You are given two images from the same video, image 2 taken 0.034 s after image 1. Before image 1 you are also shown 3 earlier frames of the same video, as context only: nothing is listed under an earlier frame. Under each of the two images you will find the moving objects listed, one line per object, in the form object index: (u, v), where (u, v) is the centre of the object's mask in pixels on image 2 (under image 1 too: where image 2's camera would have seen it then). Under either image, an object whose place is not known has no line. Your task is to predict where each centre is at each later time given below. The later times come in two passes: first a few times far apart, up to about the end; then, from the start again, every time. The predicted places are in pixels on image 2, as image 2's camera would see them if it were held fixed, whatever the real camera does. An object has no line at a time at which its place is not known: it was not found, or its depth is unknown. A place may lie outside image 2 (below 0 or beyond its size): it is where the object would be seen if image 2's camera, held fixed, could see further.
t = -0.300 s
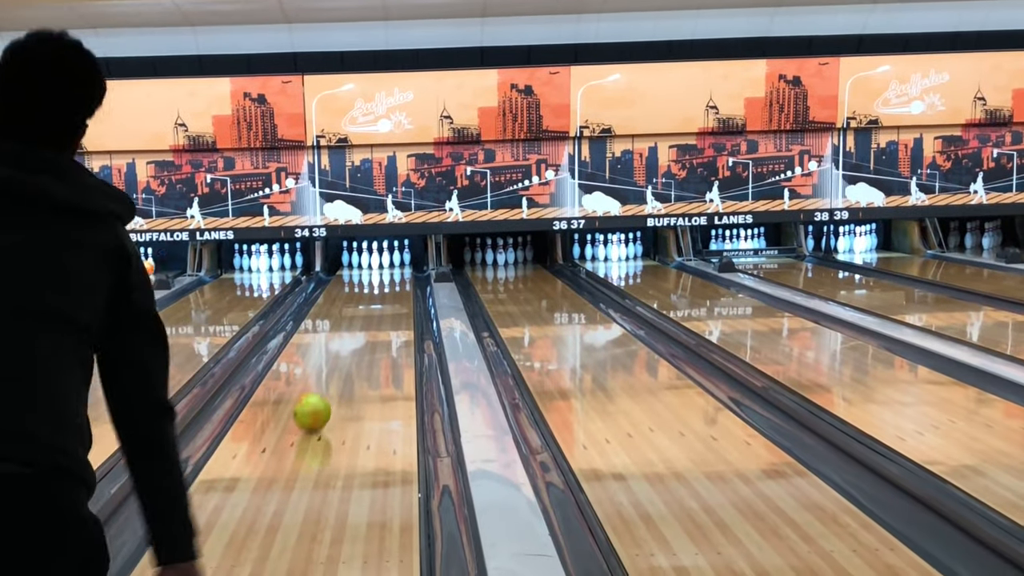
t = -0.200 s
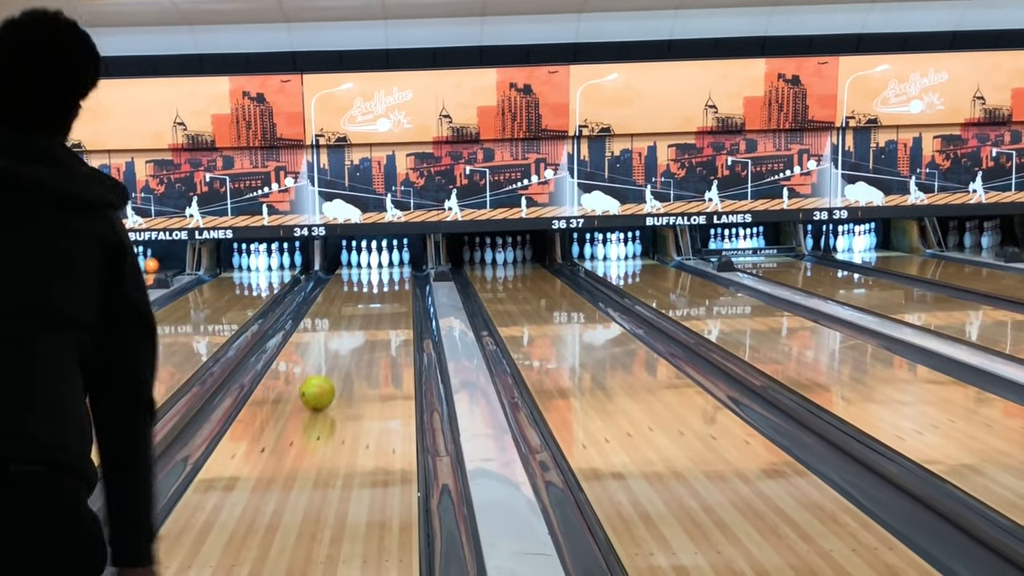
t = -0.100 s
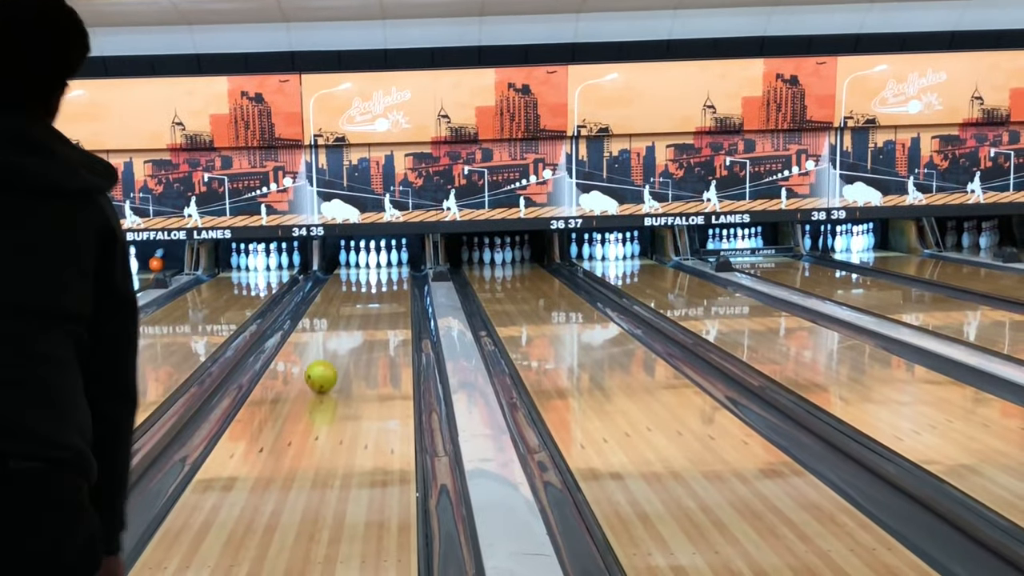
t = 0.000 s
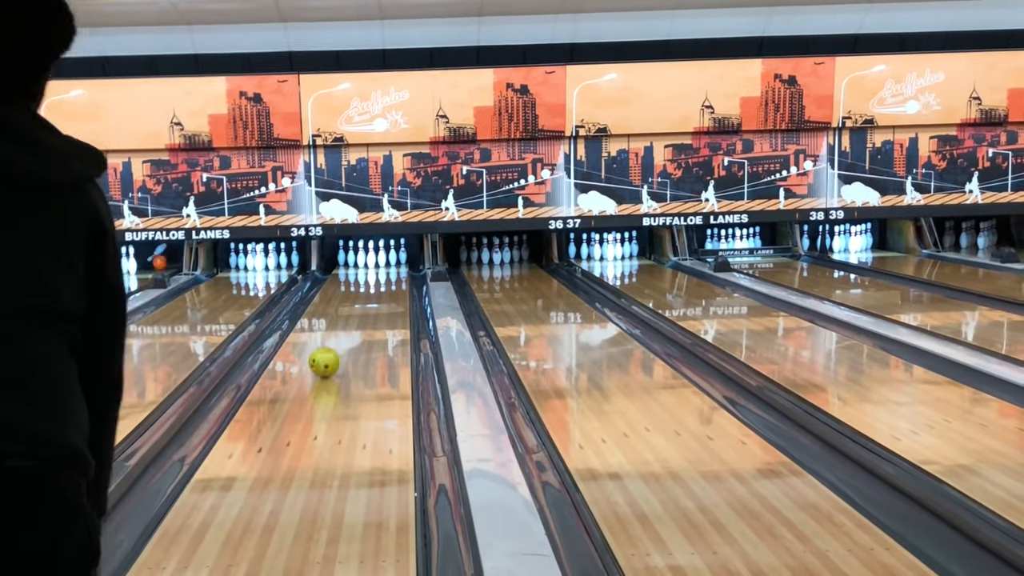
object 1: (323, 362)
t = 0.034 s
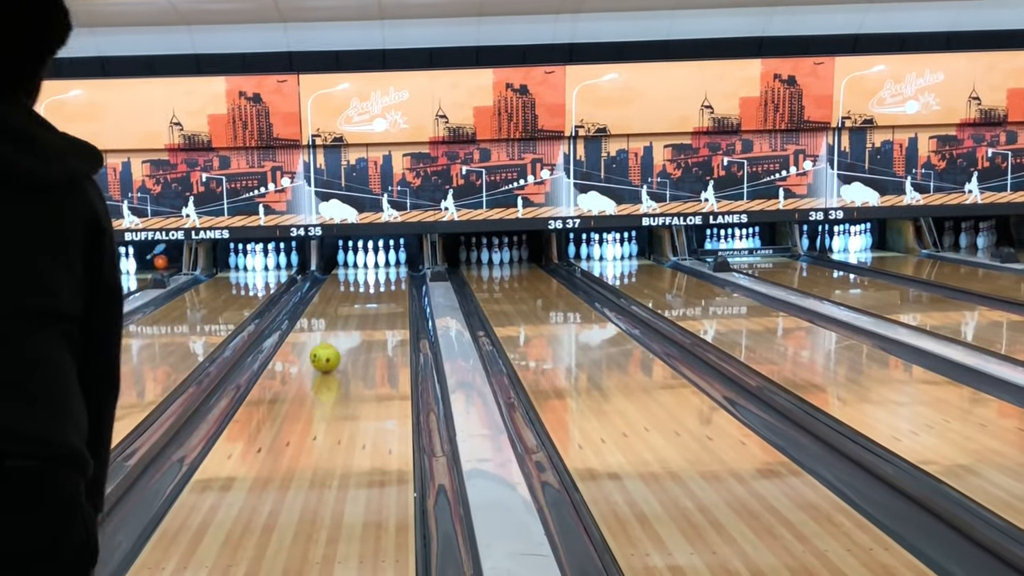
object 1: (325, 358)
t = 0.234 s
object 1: (332, 335)
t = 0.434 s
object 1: (338, 318)
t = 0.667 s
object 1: (343, 302)
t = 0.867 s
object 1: (348, 291)
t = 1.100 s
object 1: (351, 281)
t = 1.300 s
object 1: (353, 273)
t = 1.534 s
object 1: (355, 265)
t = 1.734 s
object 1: (356, 260)
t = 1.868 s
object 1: (356, 258)
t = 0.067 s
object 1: (326, 354)
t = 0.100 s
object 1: (327, 349)
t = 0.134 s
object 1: (329, 346)
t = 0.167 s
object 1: (330, 342)
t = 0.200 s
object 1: (331, 339)
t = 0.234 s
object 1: (332, 335)
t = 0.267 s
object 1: (333, 332)
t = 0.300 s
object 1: (334, 329)
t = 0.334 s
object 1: (335, 326)
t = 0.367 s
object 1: (336, 323)
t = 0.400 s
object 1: (337, 320)
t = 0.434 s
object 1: (338, 318)
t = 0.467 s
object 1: (339, 316)
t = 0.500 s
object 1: (339, 313)
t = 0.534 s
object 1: (340, 311)
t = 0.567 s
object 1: (341, 309)
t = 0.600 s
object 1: (342, 306)
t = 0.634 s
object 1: (343, 304)
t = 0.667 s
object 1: (343, 302)
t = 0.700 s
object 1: (344, 300)
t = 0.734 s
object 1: (345, 298)
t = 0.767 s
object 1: (346, 296)
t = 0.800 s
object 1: (346, 295)
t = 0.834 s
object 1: (347, 293)
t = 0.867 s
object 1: (348, 291)
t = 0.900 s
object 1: (348, 290)
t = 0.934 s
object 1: (348, 288)
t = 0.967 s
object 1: (349, 287)
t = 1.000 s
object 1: (349, 285)
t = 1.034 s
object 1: (350, 283)
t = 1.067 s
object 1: (350, 282)
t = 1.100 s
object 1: (351, 281)
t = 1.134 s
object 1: (351, 279)
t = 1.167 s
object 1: (352, 278)
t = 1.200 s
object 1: (352, 276)
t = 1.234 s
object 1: (352, 275)
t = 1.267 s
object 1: (353, 274)
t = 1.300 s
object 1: (353, 273)
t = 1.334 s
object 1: (354, 272)
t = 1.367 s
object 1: (354, 270)
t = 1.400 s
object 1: (354, 270)
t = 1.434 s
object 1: (354, 269)
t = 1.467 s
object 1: (355, 268)
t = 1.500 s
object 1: (355, 266)
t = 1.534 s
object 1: (355, 265)
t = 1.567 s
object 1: (356, 264)
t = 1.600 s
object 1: (356, 263)
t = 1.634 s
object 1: (357, 262)
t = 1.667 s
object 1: (358, 261)
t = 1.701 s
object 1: (357, 261)
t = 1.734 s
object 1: (356, 260)
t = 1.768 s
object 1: (355, 260)
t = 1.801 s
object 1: (355, 259)
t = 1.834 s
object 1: (355, 259)
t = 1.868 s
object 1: (356, 258)
